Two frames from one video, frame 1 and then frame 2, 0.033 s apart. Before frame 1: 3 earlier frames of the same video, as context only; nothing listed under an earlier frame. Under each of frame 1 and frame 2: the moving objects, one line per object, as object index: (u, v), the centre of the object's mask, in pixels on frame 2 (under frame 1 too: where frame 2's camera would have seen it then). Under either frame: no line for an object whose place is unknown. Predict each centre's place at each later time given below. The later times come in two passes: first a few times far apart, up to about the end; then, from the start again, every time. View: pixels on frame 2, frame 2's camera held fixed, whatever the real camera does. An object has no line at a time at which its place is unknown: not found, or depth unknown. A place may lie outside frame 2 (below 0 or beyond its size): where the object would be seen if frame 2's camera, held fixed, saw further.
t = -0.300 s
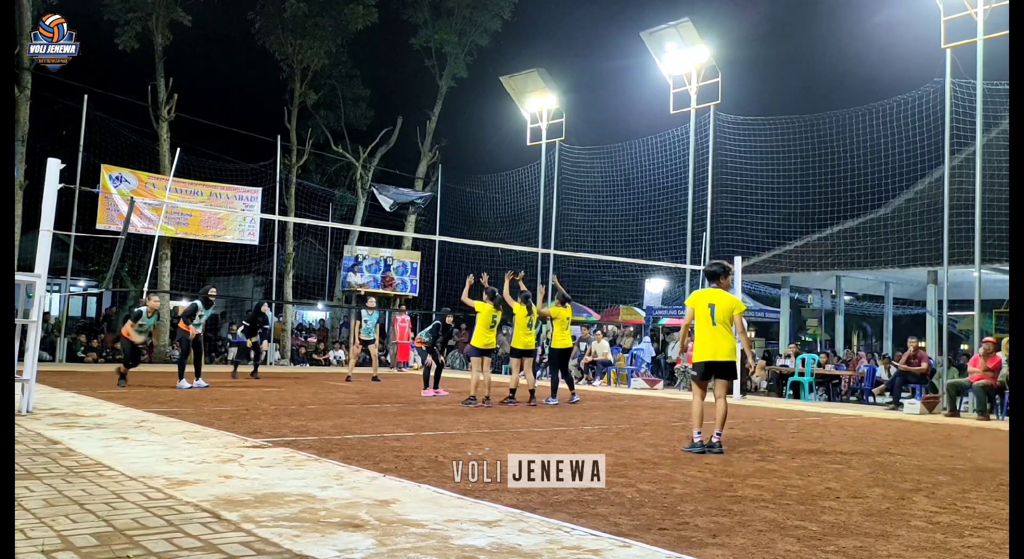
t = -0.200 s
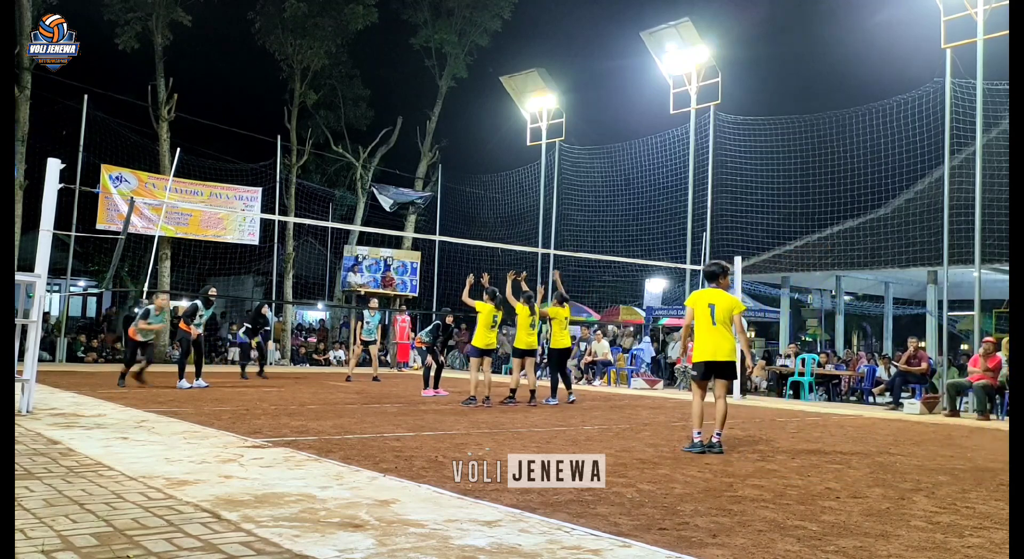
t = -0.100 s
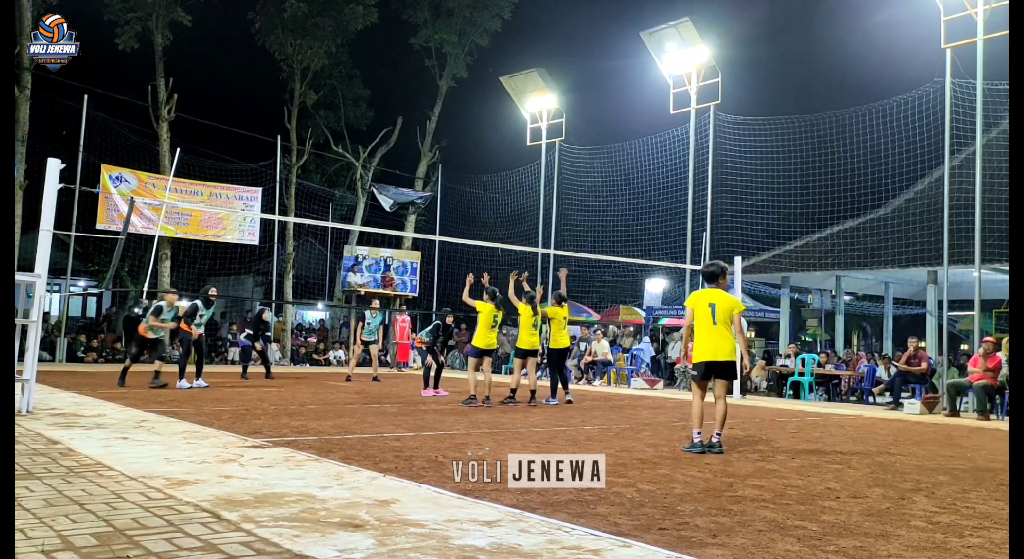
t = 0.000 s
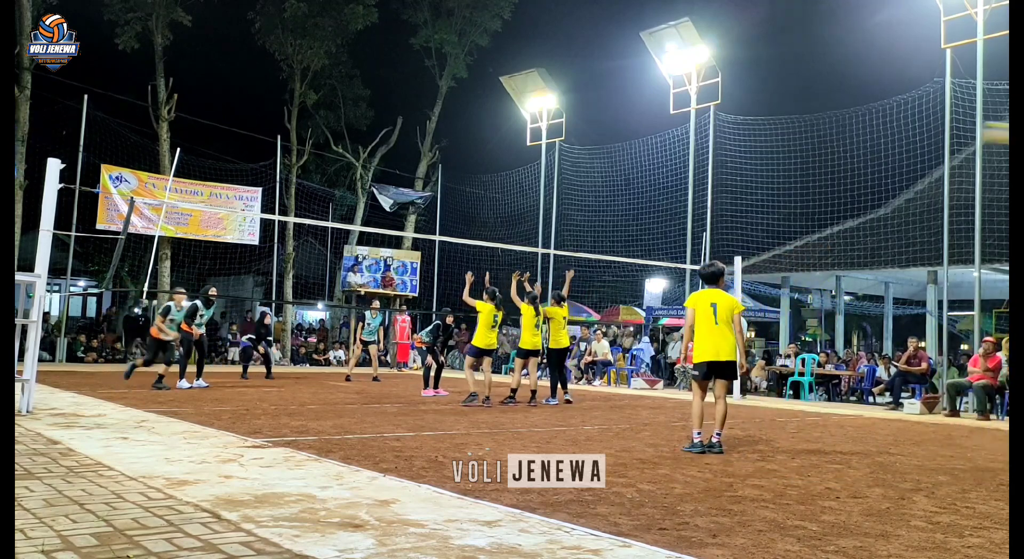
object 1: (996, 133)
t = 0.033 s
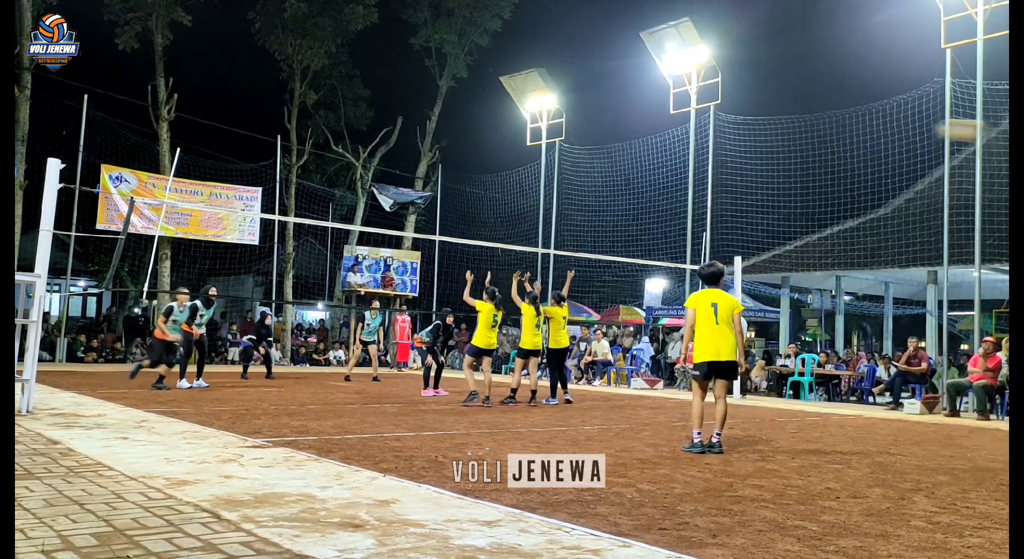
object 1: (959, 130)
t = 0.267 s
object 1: (739, 136)
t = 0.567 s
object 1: (573, 191)
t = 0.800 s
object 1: (490, 250)
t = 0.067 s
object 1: (922, 128)
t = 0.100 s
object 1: (886, 128)
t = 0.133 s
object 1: (852, 128)
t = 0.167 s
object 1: (819, 129)
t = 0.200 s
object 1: (790, 131)
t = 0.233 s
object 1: (763, 132)
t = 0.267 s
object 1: (739, 136)
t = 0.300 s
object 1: (717, 141)
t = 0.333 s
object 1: (694, 146)
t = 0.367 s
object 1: (672, 152)
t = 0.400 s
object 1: (654, 157)
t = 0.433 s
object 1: (636, 163)
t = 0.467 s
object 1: (619, 169)
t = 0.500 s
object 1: (603, 176)
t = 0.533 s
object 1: (588, 184)
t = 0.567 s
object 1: (573, 191)
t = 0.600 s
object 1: (559, 199)
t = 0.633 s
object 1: (545, 208)
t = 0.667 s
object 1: (533, 216)
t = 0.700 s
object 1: (524, 224)
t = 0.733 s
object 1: (512, 231)
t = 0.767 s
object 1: (502, 238)
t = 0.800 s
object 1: (490, 250)
